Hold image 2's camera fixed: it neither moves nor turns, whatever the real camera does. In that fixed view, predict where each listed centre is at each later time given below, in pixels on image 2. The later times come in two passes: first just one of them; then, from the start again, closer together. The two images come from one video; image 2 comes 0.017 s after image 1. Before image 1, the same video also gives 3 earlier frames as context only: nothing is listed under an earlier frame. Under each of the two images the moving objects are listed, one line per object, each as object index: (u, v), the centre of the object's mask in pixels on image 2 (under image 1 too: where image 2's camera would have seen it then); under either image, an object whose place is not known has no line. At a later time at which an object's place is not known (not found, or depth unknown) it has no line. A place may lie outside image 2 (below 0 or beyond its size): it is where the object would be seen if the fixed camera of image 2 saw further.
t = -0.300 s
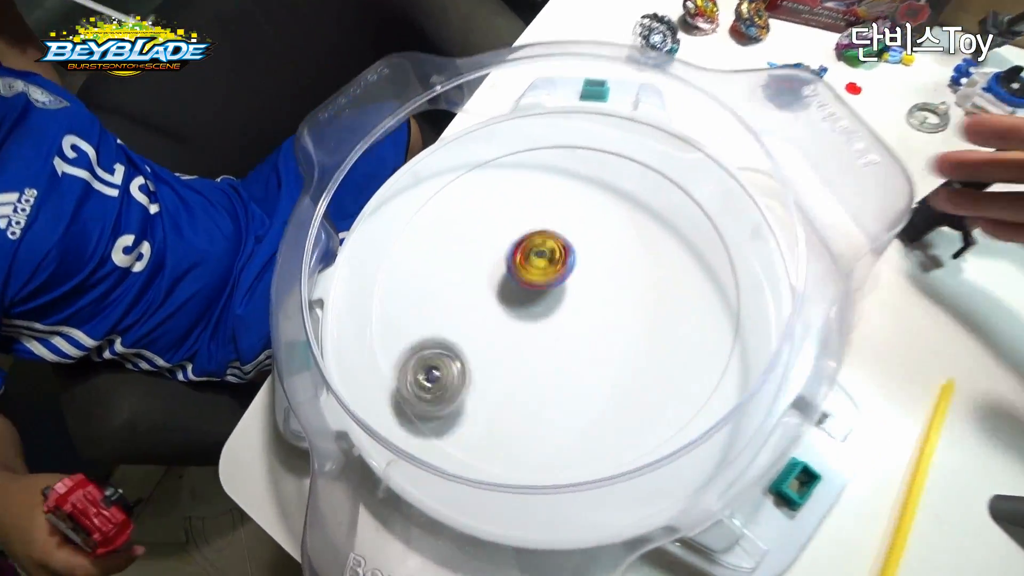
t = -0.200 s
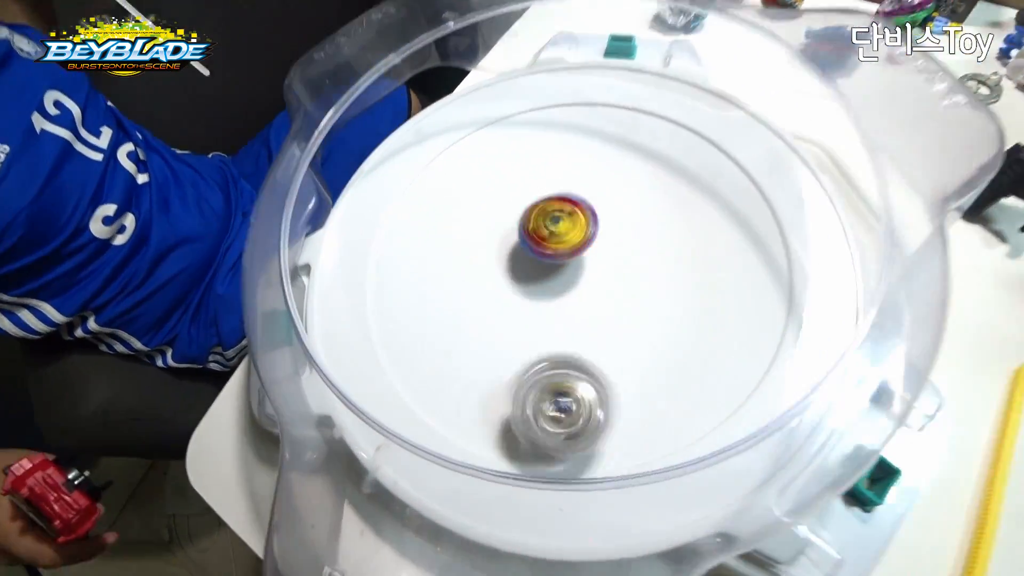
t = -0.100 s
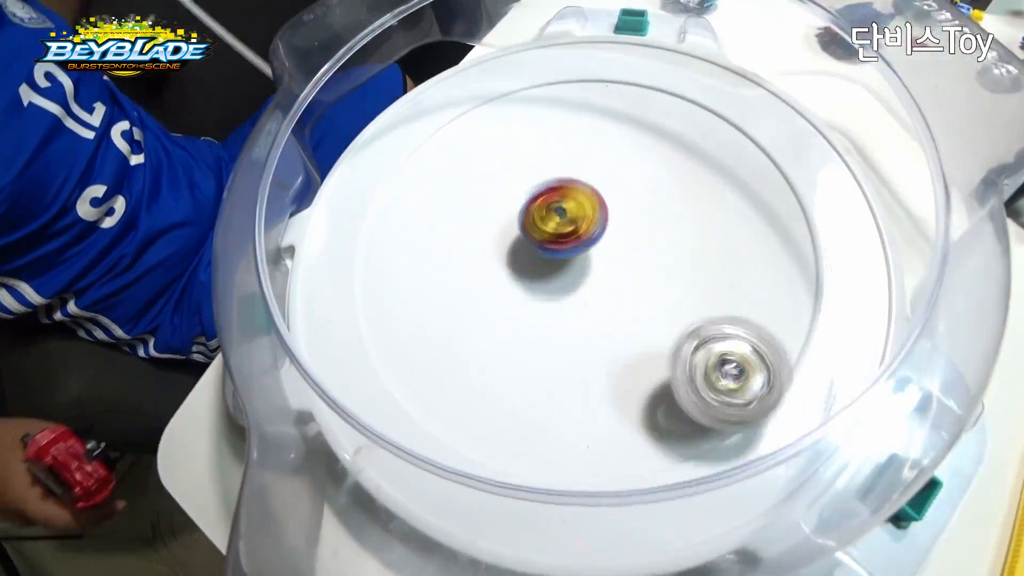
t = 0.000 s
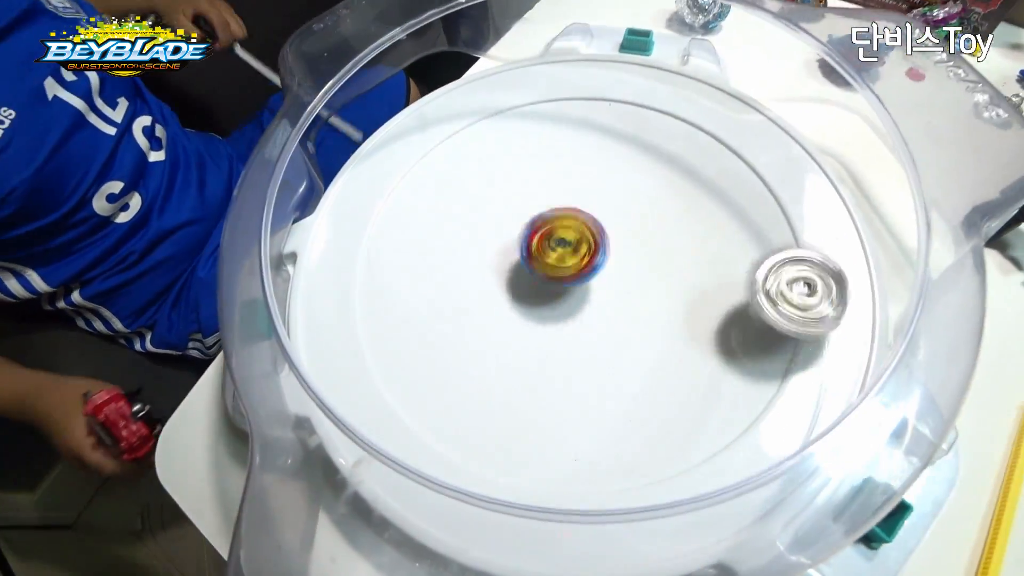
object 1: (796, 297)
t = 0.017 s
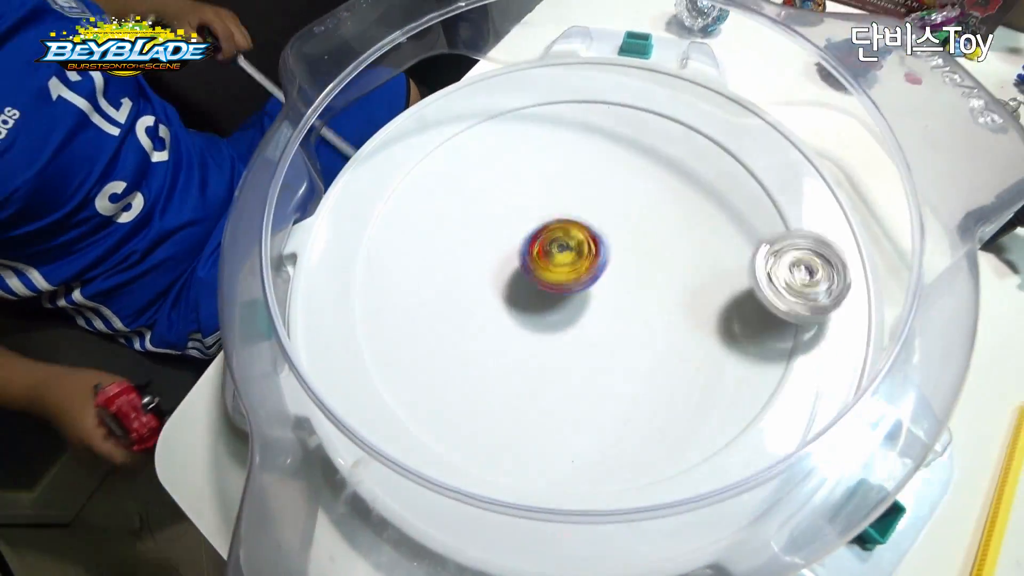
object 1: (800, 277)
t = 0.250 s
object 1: (649, 98)
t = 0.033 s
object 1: (802, 256)
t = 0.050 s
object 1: (799, 238)
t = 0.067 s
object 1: (796, 219)
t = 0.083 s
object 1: (791, 201)
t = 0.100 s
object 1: (782, 184)
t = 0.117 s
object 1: (772, 168)
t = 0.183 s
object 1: (717, 121)
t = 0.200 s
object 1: (701, 113)
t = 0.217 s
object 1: (683, 105)
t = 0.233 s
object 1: (665, 101)
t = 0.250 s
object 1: (649, 98)
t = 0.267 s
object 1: (629, 95)
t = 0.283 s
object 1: (610, 94)
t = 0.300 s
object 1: (595, 96)
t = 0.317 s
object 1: (576, 98)
